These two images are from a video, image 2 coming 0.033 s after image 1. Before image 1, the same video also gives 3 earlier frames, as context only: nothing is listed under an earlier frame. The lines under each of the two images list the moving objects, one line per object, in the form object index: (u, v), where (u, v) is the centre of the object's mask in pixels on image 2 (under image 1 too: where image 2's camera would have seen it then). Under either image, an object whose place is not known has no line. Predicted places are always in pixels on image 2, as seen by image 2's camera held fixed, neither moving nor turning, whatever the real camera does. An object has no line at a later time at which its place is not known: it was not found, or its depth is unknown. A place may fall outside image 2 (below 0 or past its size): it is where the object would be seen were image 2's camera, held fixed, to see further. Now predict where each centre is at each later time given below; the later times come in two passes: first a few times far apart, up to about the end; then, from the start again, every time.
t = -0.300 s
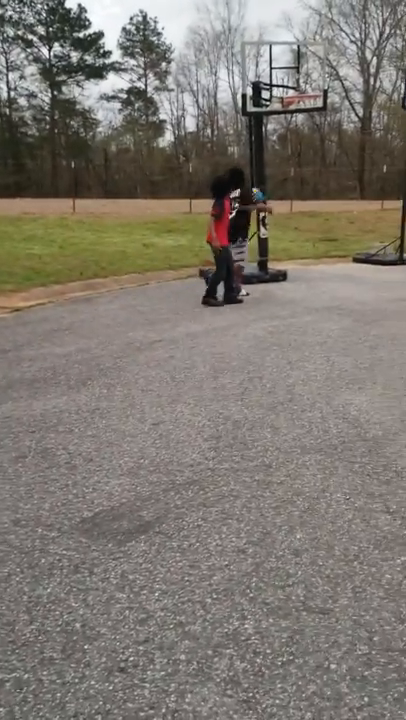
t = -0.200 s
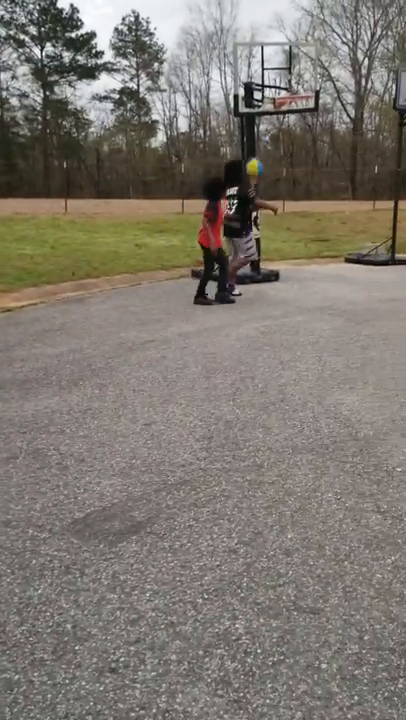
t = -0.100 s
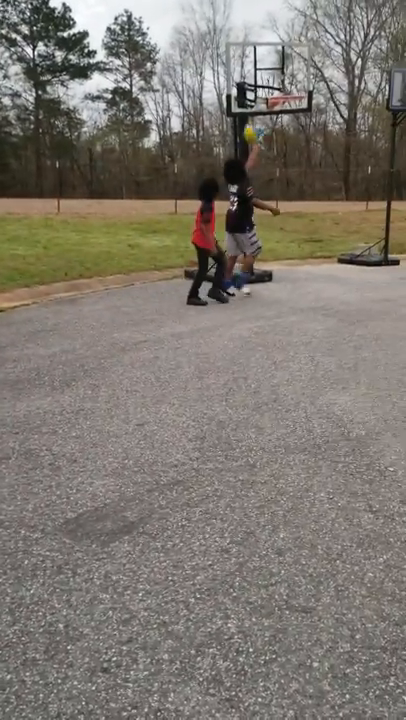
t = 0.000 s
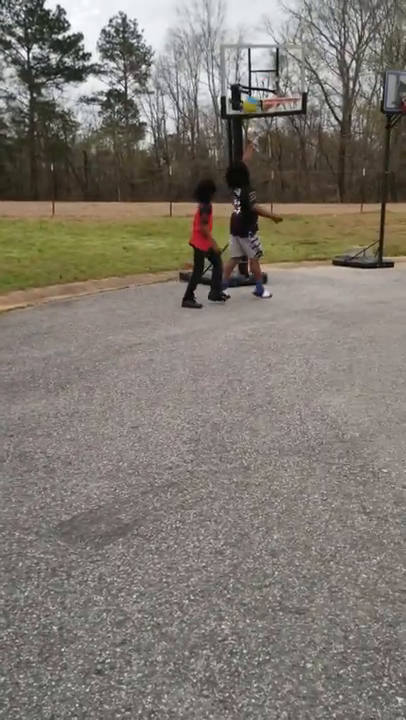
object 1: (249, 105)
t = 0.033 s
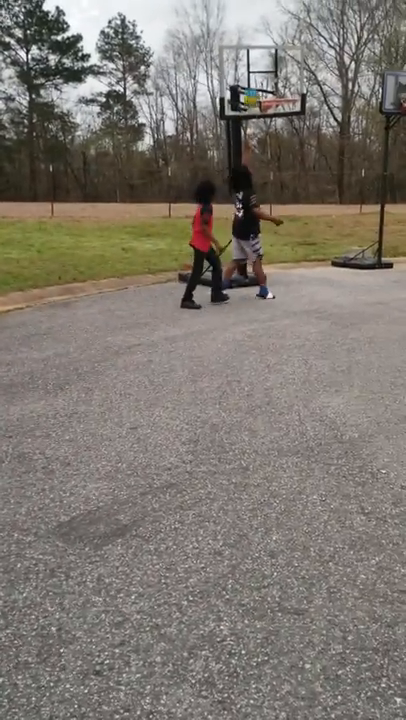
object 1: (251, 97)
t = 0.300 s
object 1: (264, 65)
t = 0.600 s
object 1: (279, 93)
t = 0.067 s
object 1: (253, 91)
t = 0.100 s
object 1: (255, 84)
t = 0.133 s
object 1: (256, 78)
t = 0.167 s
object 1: (260, 73)
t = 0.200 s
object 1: (261, 69)
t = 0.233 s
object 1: (262, 66)
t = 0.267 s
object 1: (263, 66)
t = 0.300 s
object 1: (264, 65)
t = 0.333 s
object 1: (265, 65)
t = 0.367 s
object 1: (267, 66)
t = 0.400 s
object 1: (268, 67)
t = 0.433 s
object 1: (270, 70)
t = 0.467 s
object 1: (271, 73)
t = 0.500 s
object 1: (272, 77)
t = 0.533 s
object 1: (275, 83)
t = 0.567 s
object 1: (276, 87)
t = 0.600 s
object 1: (279, 93)
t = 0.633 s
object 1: (280, 103)
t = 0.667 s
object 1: (281, 111)
